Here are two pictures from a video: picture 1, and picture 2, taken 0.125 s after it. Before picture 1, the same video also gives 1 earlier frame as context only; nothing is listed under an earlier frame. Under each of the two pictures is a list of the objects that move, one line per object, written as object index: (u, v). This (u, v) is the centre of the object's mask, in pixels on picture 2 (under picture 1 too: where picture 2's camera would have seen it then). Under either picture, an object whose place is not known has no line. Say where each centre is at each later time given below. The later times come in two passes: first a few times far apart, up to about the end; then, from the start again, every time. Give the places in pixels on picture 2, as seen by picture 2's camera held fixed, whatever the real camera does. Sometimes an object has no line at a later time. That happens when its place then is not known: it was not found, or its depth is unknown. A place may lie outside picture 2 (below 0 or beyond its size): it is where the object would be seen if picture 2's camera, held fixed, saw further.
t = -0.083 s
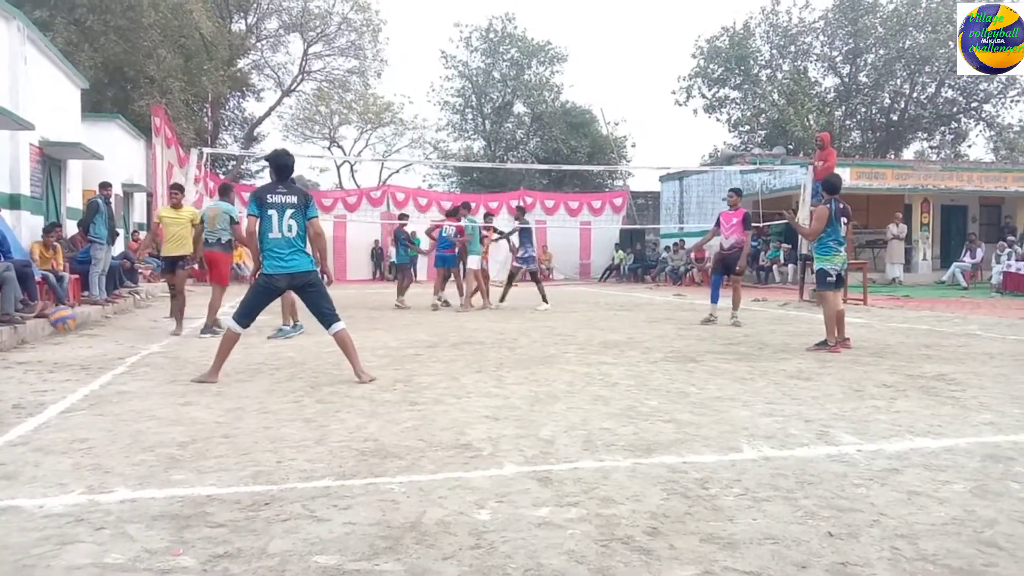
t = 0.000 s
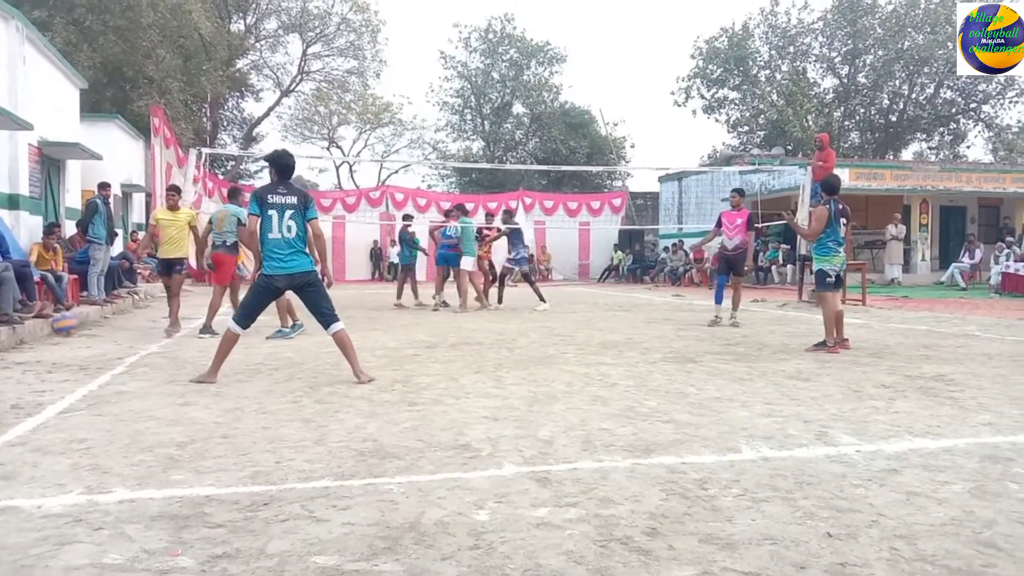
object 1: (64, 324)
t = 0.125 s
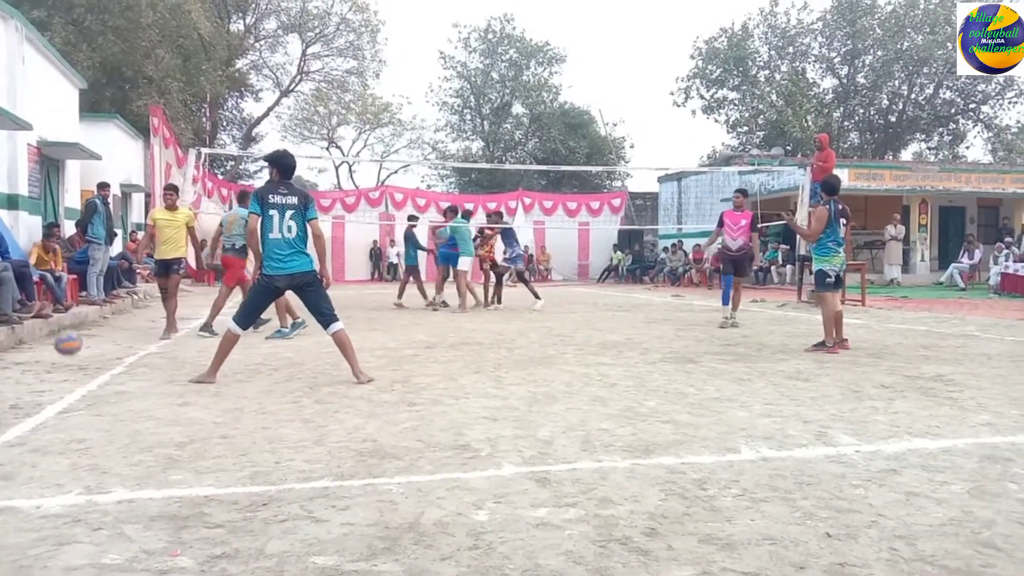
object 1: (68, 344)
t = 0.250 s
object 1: (72, 340)
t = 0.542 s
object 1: (81, 348)
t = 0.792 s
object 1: (87, 338)
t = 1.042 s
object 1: (91, 353)
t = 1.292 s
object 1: (92, 360)
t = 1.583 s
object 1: (95, 359)
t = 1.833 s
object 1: (96, 360)
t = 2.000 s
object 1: (98, 366)
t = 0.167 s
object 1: (70, 351)
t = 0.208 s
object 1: (72, 346)
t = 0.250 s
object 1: (72, 340)
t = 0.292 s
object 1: (73, 336)
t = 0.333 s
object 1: (75, 331)
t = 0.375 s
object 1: (76, 331)
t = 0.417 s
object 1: (77, 331)
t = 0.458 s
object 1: (77, 333)
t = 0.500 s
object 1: (78, 336)
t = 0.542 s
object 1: (81, 348)
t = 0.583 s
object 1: (81, 357)
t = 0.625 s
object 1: (83, 354)
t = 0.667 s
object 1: (83, 348)
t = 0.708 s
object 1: (85, 341)
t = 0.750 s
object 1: (87, 339)
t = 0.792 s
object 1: (87, 338)
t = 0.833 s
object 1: (88, 339)
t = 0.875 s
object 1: (89, 345)
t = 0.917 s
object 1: (90, 351)
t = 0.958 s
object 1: (91, 358)
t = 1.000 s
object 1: (91, 357)
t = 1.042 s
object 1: (91, 353)
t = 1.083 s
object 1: (91, 348)
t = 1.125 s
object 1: (92, 347)
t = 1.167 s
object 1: (91, 348)
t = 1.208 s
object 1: (92, 350)
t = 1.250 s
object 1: (92, 359)
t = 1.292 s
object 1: (92, 360)
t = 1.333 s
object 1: (93, 356)
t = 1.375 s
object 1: (93, 353)
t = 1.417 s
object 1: (94, 352)
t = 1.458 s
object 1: (94, 353)
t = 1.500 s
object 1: (94, 357)
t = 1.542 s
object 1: (95, 361)
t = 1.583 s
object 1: (95, 359)
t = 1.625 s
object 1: (95, 357)
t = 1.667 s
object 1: (95, 357)
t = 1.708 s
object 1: (95, 357)
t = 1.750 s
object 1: (95, 359)
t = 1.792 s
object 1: (96, 364)
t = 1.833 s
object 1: (96, 360)
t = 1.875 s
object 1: (96, 360)
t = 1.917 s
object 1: (96, 360)
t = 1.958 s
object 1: (97, 365)
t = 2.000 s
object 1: (98, 366)
